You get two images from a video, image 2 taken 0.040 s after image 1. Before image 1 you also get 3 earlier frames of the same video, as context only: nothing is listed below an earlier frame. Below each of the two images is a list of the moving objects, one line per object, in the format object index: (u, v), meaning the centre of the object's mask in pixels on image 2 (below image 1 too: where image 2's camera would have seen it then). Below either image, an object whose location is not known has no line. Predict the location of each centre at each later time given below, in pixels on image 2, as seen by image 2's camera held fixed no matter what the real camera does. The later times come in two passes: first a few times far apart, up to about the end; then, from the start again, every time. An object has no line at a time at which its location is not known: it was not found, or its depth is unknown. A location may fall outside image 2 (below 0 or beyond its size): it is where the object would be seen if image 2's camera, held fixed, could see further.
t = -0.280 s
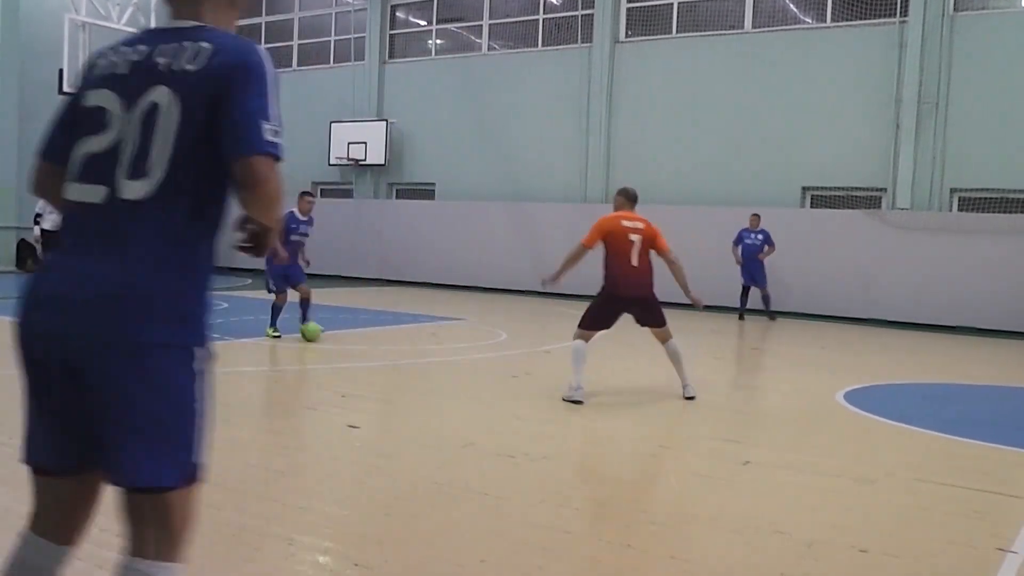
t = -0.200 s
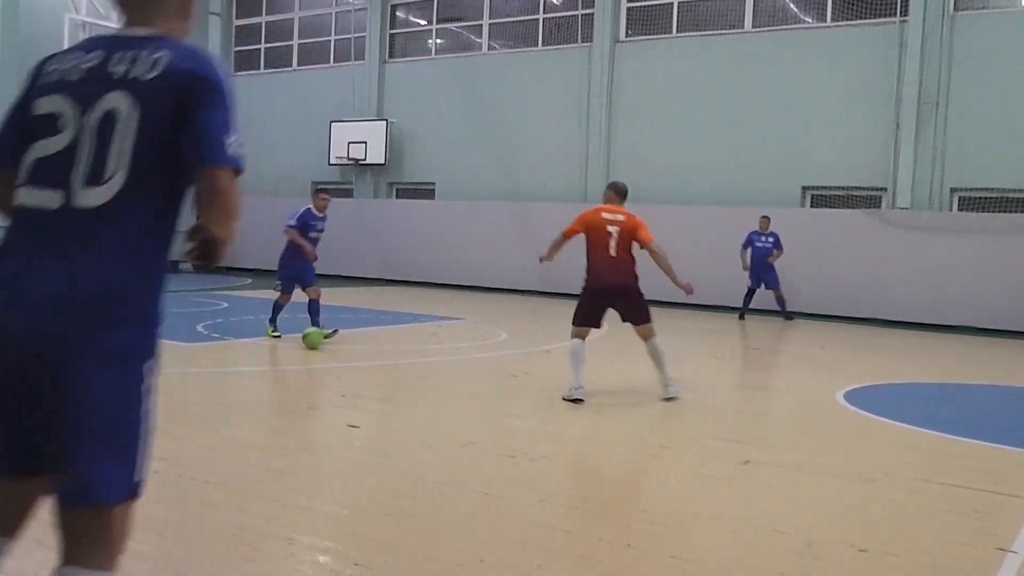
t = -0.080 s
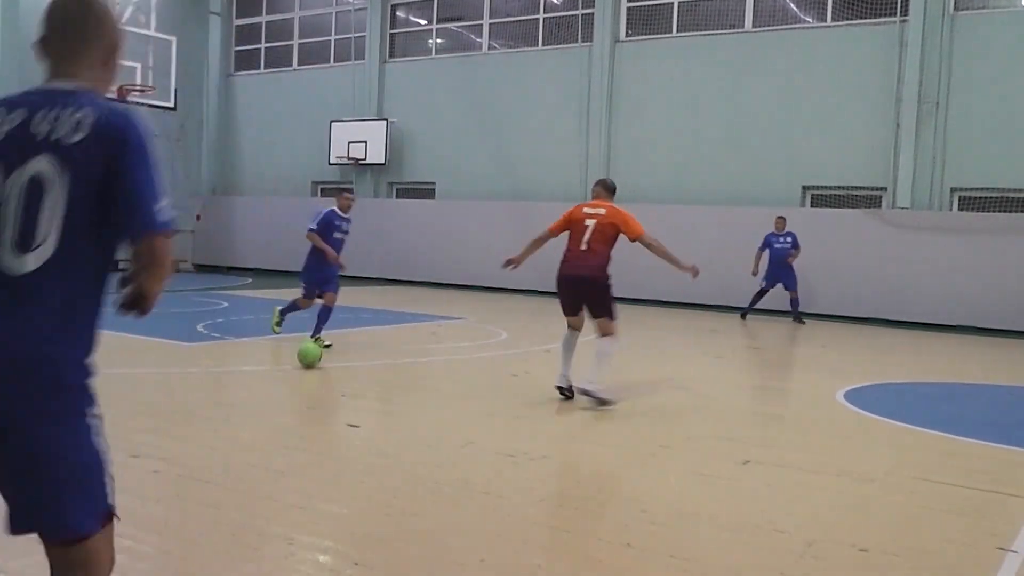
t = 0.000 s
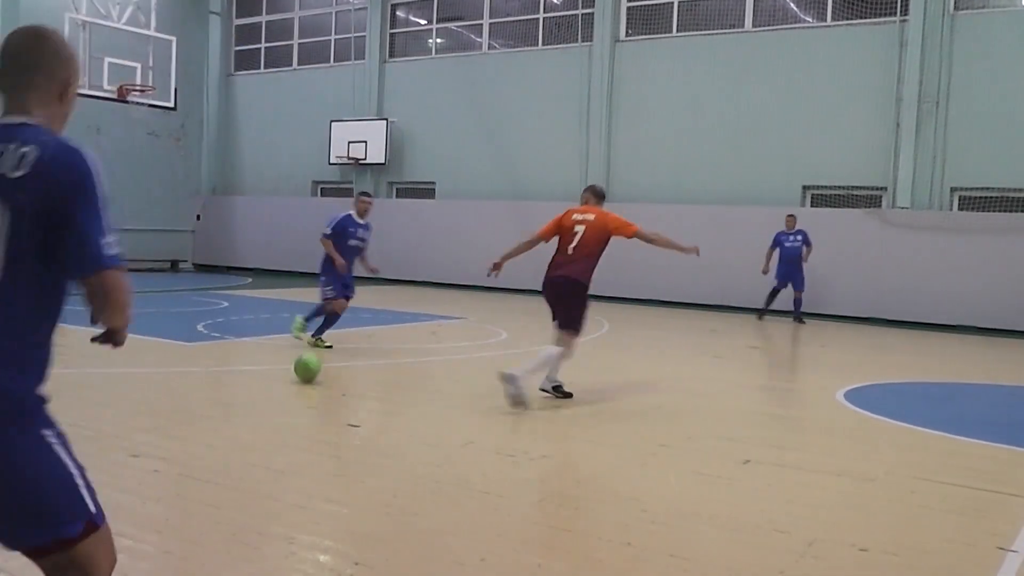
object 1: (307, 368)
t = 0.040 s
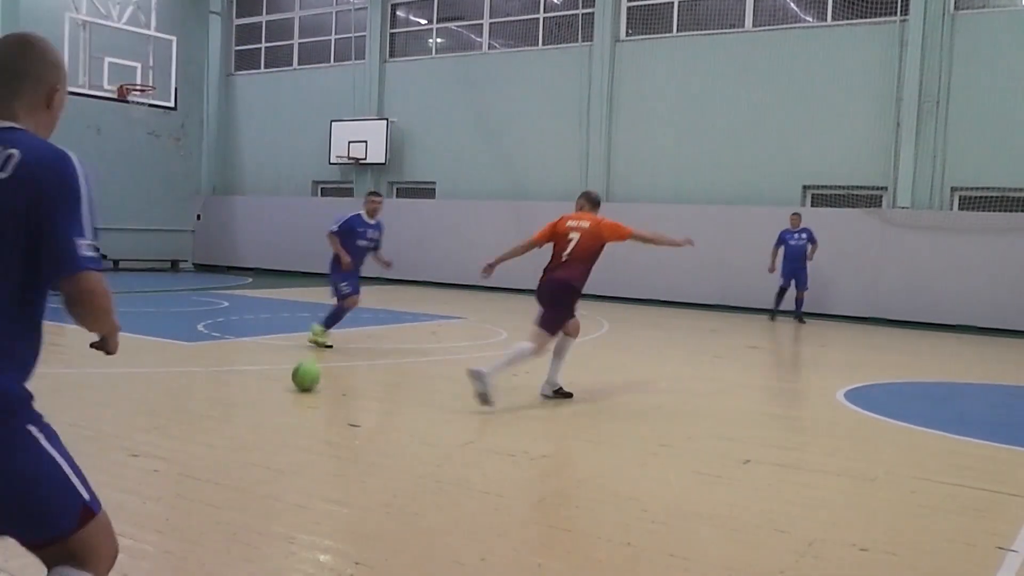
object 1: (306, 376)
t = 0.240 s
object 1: (297, 427)
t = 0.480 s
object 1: (283, 532)
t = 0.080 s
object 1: (305, 385)
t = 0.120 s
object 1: (303, 394)
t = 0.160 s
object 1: (301, 403)
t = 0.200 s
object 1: (299, 413)
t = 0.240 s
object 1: (297, 427)
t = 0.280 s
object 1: (296, 440)
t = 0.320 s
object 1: (293, 455)
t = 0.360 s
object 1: (291, 472)
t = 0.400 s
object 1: (288, 490)
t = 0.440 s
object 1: (285, 509)
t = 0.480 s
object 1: (283, 532)
